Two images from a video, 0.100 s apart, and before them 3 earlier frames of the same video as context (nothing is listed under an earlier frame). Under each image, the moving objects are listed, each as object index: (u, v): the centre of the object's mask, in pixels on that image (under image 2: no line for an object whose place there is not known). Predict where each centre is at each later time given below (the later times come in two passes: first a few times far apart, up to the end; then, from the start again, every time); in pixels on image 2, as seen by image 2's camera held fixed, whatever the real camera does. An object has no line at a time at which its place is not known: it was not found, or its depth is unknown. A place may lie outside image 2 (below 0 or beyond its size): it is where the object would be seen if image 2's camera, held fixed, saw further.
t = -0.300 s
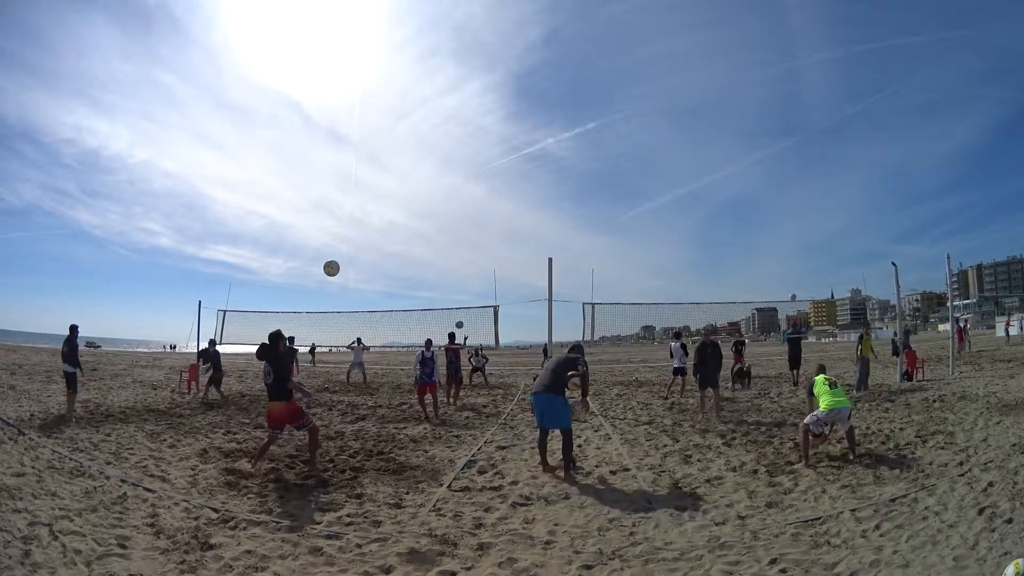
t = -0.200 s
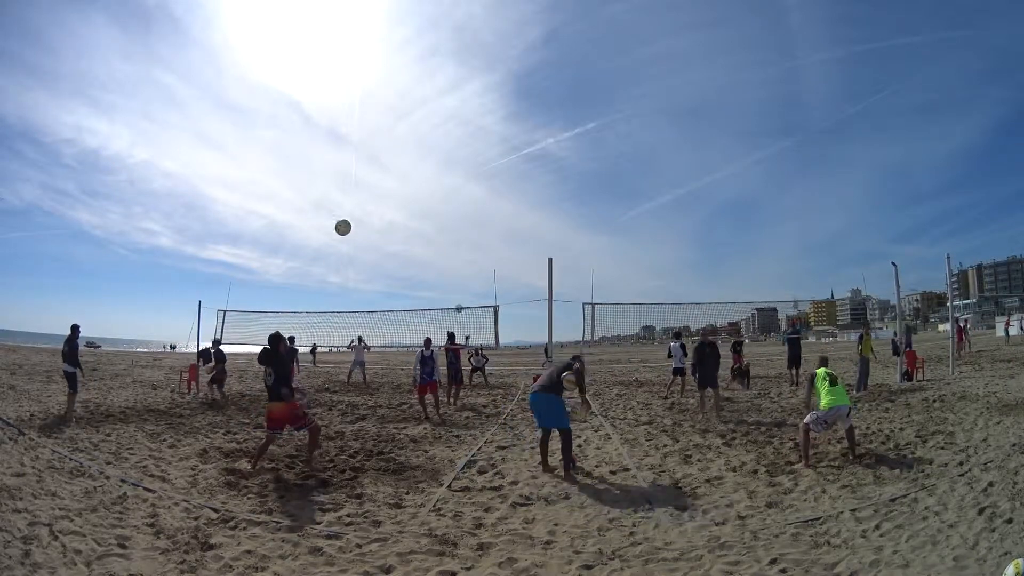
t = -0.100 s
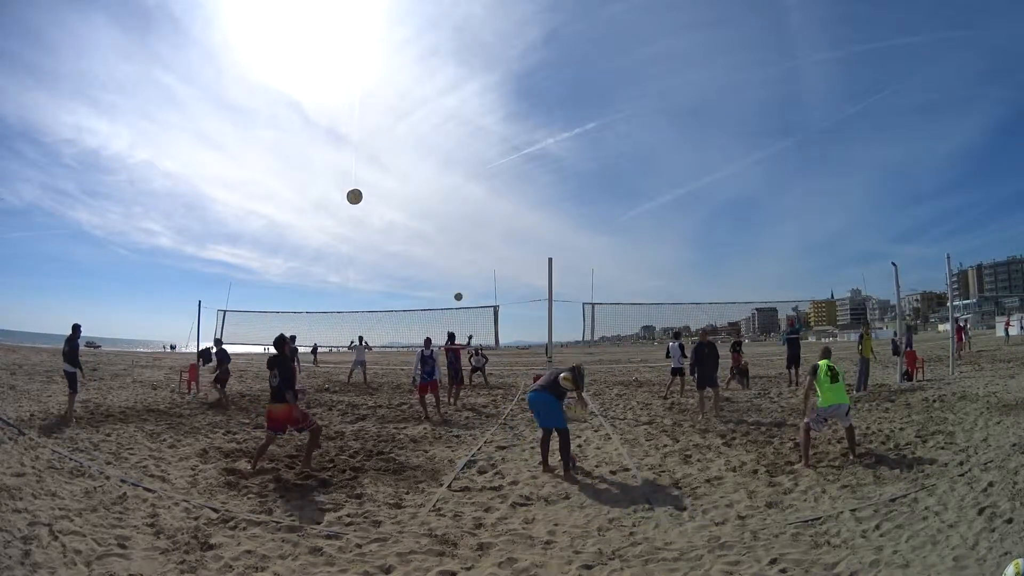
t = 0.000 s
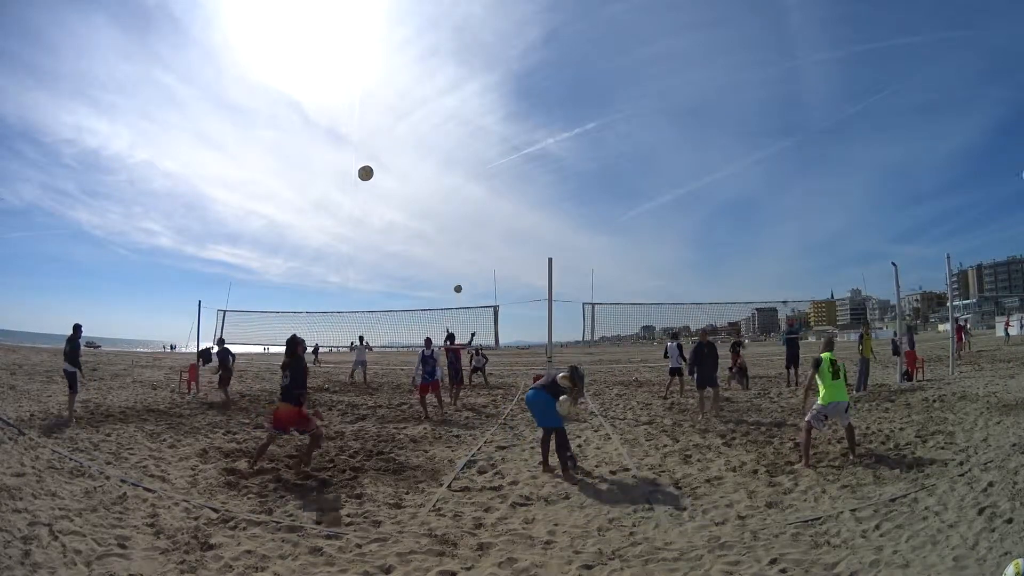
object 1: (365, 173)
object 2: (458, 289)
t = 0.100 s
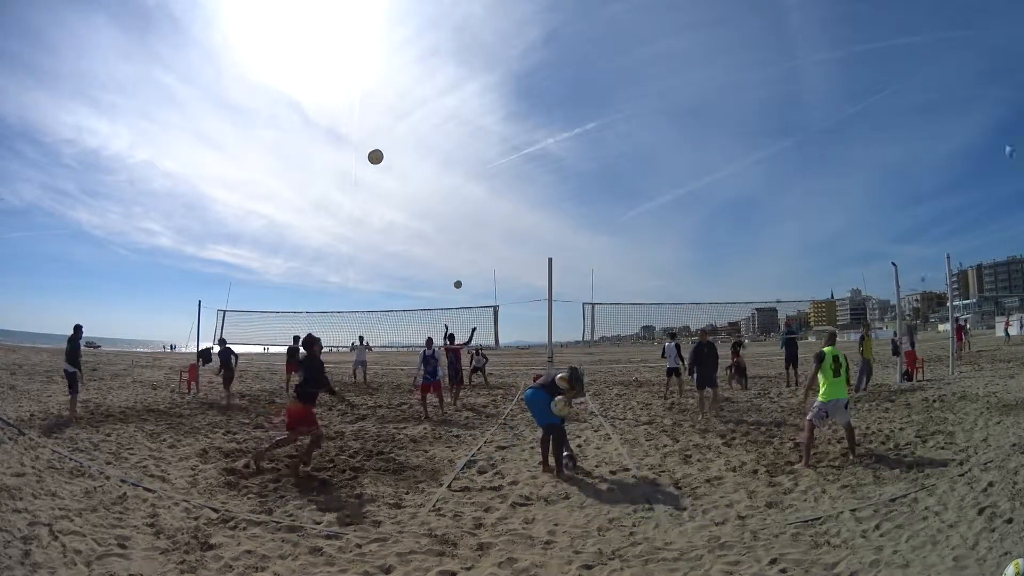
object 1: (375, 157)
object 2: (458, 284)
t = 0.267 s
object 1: (390, 145)
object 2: (458, 285)
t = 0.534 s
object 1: (410, 162)
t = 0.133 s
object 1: (379, 153)
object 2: (458, 284)
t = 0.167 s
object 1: (381, 150)
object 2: (458, 284)
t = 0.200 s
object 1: (384, 147)
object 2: (458, 283)
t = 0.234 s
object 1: (387, 146)
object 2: (457, 284)
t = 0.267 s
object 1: (390, 145)
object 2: (458, 285)
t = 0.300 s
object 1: (393, 144)
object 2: (458, 287)
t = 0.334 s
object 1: (395, 145)
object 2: (458, 288)
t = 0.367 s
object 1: (398, 146)
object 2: (458, 291)
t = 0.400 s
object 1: (401, 148)
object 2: (458, 294)
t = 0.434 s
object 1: (403, 150)
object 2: (458, 297)
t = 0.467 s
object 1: (406, 153)
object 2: (458, 301)
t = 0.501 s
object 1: (408, 157)
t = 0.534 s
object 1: (410, 162)
